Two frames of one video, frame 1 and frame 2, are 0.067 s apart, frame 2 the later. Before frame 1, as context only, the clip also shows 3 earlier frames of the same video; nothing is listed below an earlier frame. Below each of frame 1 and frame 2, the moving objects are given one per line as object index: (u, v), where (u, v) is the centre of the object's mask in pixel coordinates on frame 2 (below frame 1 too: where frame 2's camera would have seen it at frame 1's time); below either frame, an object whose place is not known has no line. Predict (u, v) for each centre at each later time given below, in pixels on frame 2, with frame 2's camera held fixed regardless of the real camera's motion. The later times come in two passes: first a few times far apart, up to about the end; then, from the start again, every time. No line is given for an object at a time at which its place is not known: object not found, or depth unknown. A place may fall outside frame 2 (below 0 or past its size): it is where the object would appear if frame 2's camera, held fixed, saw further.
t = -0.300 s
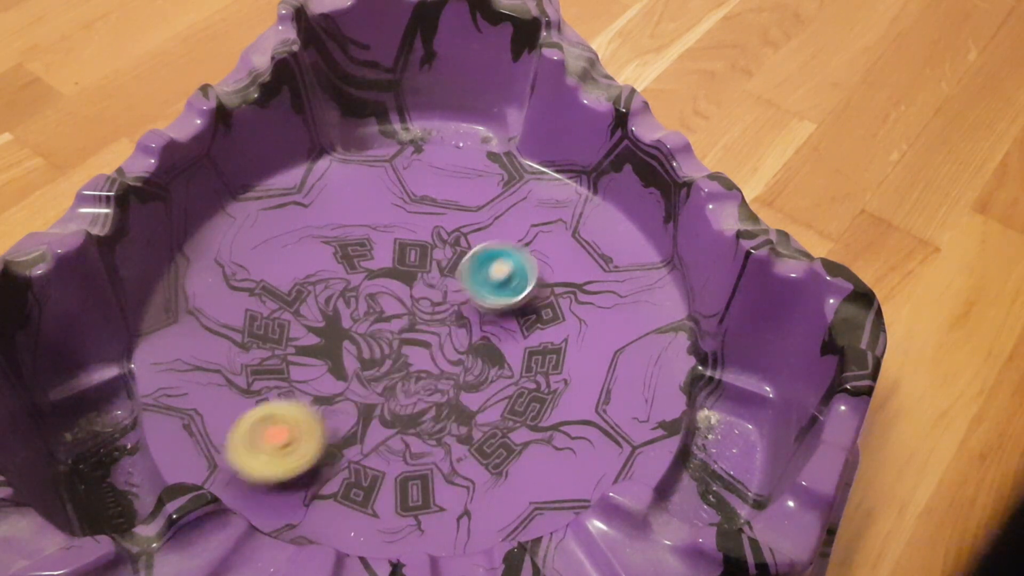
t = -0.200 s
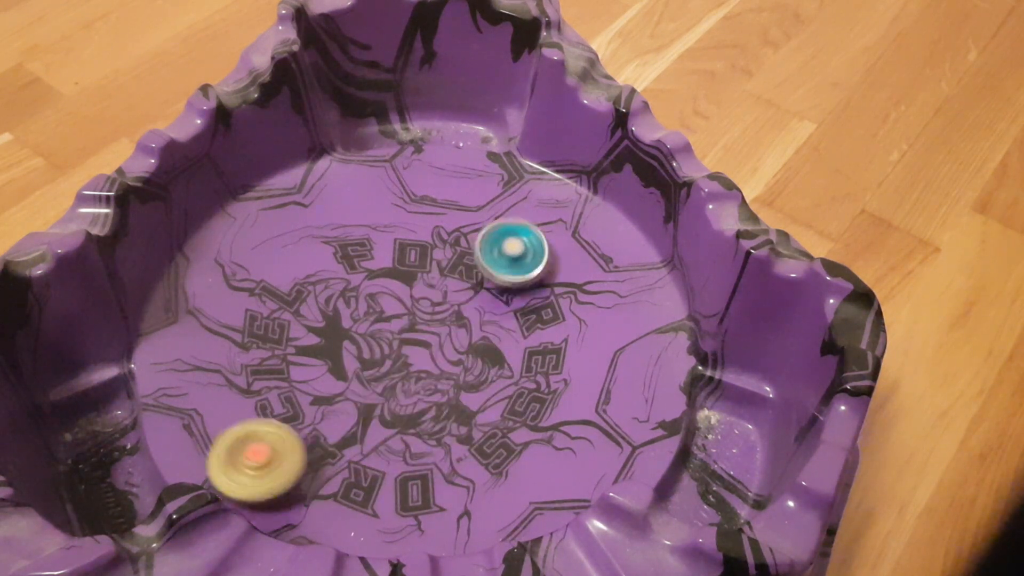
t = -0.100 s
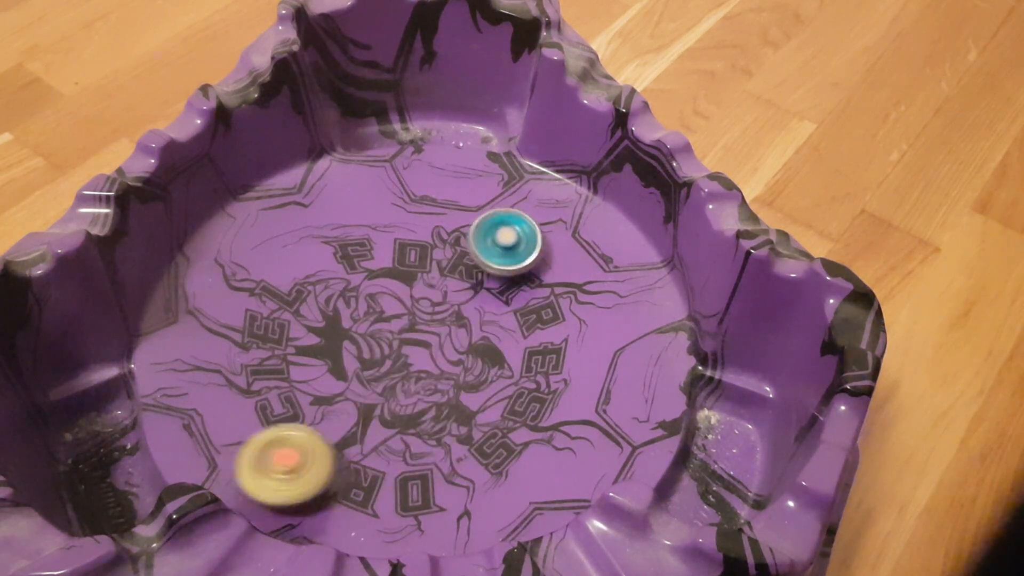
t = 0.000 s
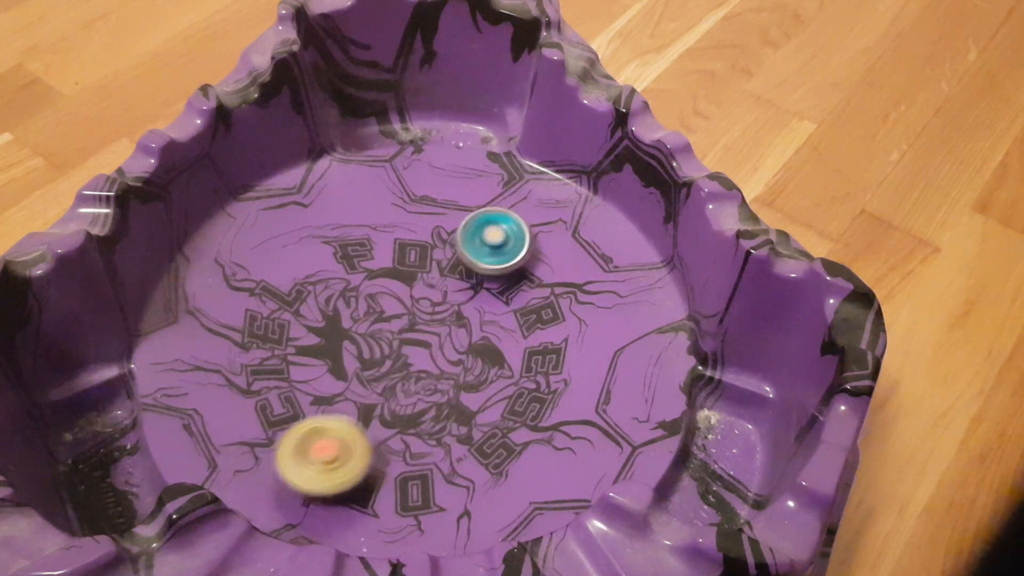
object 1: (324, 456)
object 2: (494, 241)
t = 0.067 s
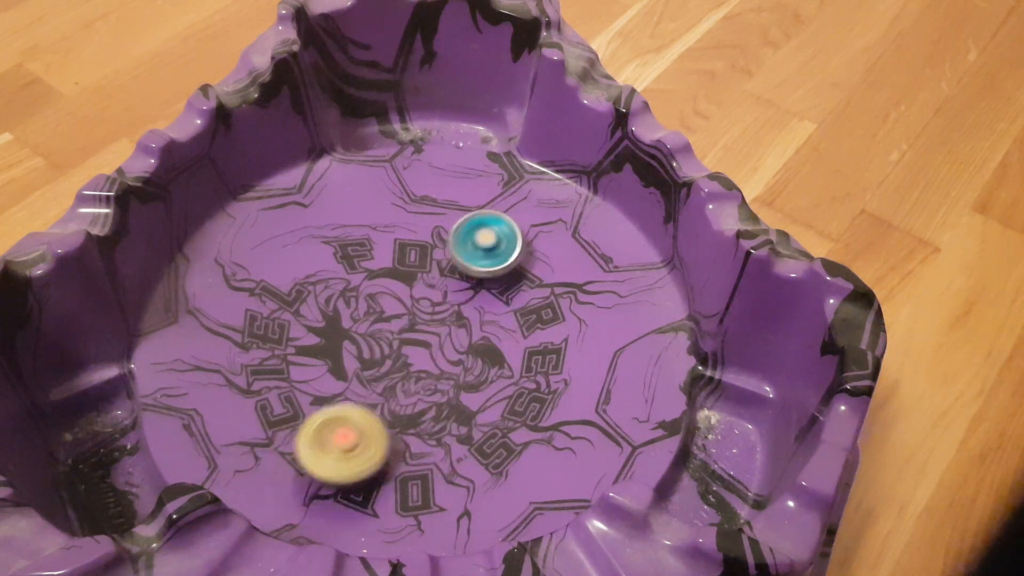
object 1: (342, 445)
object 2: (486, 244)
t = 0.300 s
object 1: (363, 393)
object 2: (464, 259)
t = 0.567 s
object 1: (368, 338)
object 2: (476, 287)
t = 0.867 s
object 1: (375, 294)
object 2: (477, 327)
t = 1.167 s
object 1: (382, 270)
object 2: (461, 355)
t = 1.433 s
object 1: (405, 271)
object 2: (445, 368)
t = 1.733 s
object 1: (444, 286)
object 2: (420, 371)
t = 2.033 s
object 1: (491, 291)
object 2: (392, 362)
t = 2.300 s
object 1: (504, 290)
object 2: (387, 343)
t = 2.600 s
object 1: (502, 309)
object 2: (396, 325)
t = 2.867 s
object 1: (501, 351)
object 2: (396, 316)
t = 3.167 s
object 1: (513, 387)
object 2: (388, 319)
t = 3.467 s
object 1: (494, 385)
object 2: (395, 329)
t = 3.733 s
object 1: (478, 404)
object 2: (391, 314)
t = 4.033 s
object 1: (463, 408)
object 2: (364, 290)
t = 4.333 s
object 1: (426, 394)
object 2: (368, 304)
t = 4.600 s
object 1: (400, 467)
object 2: (386, 252)
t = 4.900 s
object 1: (456, 517)
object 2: (400, 214)
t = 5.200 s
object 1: (477, 449)
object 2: (407, 250)
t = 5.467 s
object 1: (459, 400)
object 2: (424, 281)
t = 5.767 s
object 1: (456, 441)
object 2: (414, 246)
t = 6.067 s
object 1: (450, 456)
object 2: (343, 210)
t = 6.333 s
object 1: (469, 403)
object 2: (340, 238)
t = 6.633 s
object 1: (480, 359)
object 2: (361, 273)
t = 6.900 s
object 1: (484, 331)
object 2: (384, 312)
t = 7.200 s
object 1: (486, 312)
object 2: (401, 346)
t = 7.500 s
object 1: (487, 309)
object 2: (399, 366)
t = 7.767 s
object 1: (479, 316)
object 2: (391, 369)
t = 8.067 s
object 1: (617, 277)
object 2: (250, 381)
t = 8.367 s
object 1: (493, 288)
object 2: (210, 384)
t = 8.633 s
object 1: (450, 305)
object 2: (289, 377)
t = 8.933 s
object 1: (478, 280)
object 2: (320, 400)
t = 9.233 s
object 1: (527, 234)
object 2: (308, 458)
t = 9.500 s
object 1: (494, 235)
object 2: (331, 449)
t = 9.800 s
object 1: (463, 246)
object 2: (366, 409)
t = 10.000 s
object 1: (442, 259)
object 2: (402, 383)
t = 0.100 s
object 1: (349, 438)
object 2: (482, 246)
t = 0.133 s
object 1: (353, 431)
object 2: (478, 248)
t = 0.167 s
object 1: (357, 423)
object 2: (475, 250)
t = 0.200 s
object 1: (359, 416)
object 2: (472, 252)
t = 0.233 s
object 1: (361, 408)
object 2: (469, 254)
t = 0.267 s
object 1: (362, 400)
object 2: (466, 257)
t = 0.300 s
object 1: (363, 393)
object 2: (464, 259)
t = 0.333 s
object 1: (363, 386)
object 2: (463, 261)
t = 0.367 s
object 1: (363, 379)
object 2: (464, 264)
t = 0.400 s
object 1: (362, 372)
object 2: (466, 267)
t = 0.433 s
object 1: (363, 365)
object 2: (468, 271)
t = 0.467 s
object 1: (364, 358)
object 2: (470, 274)
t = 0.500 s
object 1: (365, 351)
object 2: (473, 279)
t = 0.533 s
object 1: (366, 345)
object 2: (474, 283)
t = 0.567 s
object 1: (368, 338)
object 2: (476, 287)
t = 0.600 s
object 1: (370, 332)
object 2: (477, 292)
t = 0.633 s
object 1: (371, 326)
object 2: (477, 297)
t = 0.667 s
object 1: (372, 321)
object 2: (478, 301)
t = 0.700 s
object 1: (373, 316)
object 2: (478, 306)
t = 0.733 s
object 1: (374, 311)
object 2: (478, 311)
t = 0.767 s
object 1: (375, 306)
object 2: (478, 315)
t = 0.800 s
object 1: (375, 302)
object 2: (478, 319)
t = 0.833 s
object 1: (375, 298)
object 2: (478, 323)
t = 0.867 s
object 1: (375, 294)
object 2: (477, 327)
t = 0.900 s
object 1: (375, 290)
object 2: (476, 331)
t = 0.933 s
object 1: (374, 286)
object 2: (475, 334)
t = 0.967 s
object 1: (374, 282)
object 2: (474, 337)
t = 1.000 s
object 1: (375, 279)
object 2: (472, 341)
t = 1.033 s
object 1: (376, 276)
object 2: (470, 344)
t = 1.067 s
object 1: (377, 275)
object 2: (469, 346)
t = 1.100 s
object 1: (378, 272)
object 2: (467, 349)
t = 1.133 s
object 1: (380, 271)
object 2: (464, 352)
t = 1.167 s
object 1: (382, 270)
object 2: (461, 355)
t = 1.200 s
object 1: (384, 269)
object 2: (459, 357)
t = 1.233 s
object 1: (386, 269)
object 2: (457, 359)
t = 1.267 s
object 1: (388, 268)
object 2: (454, 361)
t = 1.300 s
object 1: (391, 268)
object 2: (452, 363)
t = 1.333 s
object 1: (394, 269)
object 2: (450, 364)
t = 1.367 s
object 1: (397, 269)
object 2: (448, 366)
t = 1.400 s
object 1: (401, 270)
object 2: (447, 367)
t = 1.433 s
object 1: (405, 271)
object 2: (445, 368)
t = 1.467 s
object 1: (409, 273)
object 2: (444, 369)
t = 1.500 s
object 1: (413, 274)
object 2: (442, 370)
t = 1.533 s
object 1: (417, 276)
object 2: (439, 371)
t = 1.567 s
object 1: (421, 278)
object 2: (437, 372)
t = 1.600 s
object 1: (425, 280)
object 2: (434, 372)
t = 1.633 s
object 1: (429, 281)
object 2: (431, 372)
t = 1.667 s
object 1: (434, 283)
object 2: (427, 372)
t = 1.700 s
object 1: (439, 284)
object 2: (423, 371)
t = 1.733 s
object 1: (444, 286)
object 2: (420, 371)
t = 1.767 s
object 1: (449, 287)
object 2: (417, 370)
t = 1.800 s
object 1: (454, 287)
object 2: (414, 369)
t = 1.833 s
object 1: (460, 288)
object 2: (410, 369)
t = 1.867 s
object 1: (466, 288)
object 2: (407, 368)
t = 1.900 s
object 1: (472, 289)
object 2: (403, 367)
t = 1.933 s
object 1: (477, 290)
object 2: (400, 366)
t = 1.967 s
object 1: (482, 291)
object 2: (397, 365)
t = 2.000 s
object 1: (487, 291)
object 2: (395, 364)
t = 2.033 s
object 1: (491, 291)
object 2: (392, 362)
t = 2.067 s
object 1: (494, 291)
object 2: (390, 361)
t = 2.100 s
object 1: (497, 291)
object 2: (389, 358)
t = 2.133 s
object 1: (499, 291)
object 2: (387, 356)
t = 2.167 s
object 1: (501, 291)
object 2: (386, 354)
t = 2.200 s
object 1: (502, 290)
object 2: (386, 351)
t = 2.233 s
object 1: (503, 290)
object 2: (386, 348)
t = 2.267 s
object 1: (503, 290)
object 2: (386, 345)
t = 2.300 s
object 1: (504, 290)
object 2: (387, 343)
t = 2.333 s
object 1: (505, 291)
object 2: (387, 340)
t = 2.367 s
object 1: (506, 292)
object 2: (388, 337)
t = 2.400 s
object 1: (507, 293)
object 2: (388, 335)
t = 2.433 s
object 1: (507, 295)
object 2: (389, 333)
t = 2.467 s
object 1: (506, 298)
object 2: (390, 331)
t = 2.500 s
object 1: (505, 300)
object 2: (391, 329)
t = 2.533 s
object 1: (504, 303)
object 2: (393, 328)
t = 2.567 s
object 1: (503, 306)
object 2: (394, 327)
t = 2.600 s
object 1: (502, 309)
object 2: (396, 325)
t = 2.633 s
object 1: (500, 313)
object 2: (397, 325)
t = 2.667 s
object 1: (499, 317)
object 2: (399, 323)
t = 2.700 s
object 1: (498, 321)
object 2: (401, 323)
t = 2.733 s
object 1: (496, 326)
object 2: (402, 322)
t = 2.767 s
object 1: (494, 331)
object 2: (404, 322)
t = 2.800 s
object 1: (492, 336)
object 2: (405, 321)
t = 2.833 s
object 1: (491, 342)
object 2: (405, 321)
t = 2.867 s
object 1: (501, 351)
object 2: (396, 316)
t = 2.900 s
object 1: (509, 359)
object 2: (390, 313)
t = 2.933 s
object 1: (514, 366)
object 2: (387, 313)
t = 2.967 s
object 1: (516, 370)
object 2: (385, 313)
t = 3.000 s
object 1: (516, 374)
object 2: (384, 313)
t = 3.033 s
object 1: (515, 378)
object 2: (384, 313)
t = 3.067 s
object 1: (514, 381)
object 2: (385, 314)
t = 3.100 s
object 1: (514, 384)
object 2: (386, 315)
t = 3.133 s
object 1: (514, 386)
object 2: (387, 317)
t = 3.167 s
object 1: (513, 387)
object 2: (388, 319)
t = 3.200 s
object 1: (513, 388)
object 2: (389, 320)
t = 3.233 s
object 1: (512, 388)
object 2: (389, 322)
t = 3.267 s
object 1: (511, 388)
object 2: (390, 323)
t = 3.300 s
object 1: (510, 388)
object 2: (391, 325)
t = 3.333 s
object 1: (508, 388)
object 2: (391, 326)
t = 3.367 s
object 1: (505, 387)
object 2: (392, 327)
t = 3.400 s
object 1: (502, 386)
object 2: (392, 328)
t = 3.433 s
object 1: (498, 386)
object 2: (394, 329)
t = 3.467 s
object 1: (494, 385)
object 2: (395, 329)
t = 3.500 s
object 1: (489, 384)
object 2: (396, 330)
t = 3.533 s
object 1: (485, 384)
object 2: (397, 330)
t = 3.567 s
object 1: (480, 384)
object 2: (398, 331)
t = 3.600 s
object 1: (476, 384)
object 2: (399, 331)
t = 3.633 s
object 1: (472, 384)
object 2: (401, 331)
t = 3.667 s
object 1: (468, 384)
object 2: (403, 331)
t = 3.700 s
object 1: (468, 388)
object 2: (400, 328)
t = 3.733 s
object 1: (478, 404)
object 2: (391, 314)
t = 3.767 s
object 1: (486, 415)
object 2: (383, 304)
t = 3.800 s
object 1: (488, 421)
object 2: (377, 297)
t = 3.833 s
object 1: (488, 423)
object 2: (373, 292)
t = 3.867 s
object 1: (485, 423)
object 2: (369, 289)
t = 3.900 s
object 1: (481, 421)
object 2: (367, 288)
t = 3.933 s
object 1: (477, 418)
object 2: (366, 288)
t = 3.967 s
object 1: (473, 415)
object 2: (365, 288)
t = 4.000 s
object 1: (468, 411)
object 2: (364, 289)
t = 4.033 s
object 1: (463, 408)
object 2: (364, 290)
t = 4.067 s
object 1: (459, 406)
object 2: (363, 292)
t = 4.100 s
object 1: (454, 403)
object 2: (362, 293)
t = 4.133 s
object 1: (450, 402)
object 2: (362, 294)
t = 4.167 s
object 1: (446, 400)
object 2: (362, 296)
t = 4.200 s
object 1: (443, 399)
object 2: (363, 297)
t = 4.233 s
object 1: (439, 398)
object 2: (363, 299)
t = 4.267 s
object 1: (434, 397)
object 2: (364, 301)
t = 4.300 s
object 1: (430, 395)
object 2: (366, 302)
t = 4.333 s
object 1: (426, 394)
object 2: (368, 304)
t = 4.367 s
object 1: (422, 392)
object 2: (369, 305)
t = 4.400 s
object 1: (417, 390)
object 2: (372, 306)
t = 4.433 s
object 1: (414, 388)
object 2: (373, 307)
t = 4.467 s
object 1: (409, 385)
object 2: (376, 309)
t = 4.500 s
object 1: (406, 383)
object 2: (378, 310)
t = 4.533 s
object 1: (403, 389)
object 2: (381, 306)
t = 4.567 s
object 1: (400, 428)
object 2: (383, 280)
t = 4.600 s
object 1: (400, 467)
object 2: (386, 252)
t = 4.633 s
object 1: (400, 499)
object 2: (391, 231)
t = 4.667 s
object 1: (403, 516)
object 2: (395, 215)
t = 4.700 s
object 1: (406, 524)
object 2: (398, 207)
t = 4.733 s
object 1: (413, 527)
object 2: (400, 203)
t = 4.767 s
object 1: (421, 528)
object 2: (400, 202)
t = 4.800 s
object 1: (431, 526)
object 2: (401, 204)
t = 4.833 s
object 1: (440, 524)
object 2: (401, 207)
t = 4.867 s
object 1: (448, 520)
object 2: (401, 210)
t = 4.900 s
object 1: (456, 517)
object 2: (400, 214)
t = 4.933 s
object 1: (463, 511)
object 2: (400, 218)
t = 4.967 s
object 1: (469, 504)
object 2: (401, 222)
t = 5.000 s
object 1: (473, 495)
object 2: (400, 226)
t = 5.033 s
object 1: (476, 487)
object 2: (401, 230)
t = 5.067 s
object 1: (477, 478)
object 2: (401, 234)
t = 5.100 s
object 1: (478, 471)
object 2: (402, 238)
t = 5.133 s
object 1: (478, 463)
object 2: (403, 242)
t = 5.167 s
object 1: (478, 455)
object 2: (405, 246)
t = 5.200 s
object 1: (477, 449)
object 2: (407, 250)
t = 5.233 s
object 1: (476, 442)
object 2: (409, 253)
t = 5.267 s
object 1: (475, 435)
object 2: (412, 257)
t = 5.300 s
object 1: (473, 428)
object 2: (414, 260)
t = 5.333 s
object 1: (470, 422)
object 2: (417, 263)
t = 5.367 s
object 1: (468, 415)
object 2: (419, 267)
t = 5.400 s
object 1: (465, 410)
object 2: (421, 272)
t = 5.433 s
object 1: (462, 405)
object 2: (423, 276)
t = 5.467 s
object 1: (459, 400)
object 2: (424, 281)
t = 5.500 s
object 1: (457, 396)
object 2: (425, 285)
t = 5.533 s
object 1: (455, 392)
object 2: (426, 290)
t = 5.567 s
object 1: (454, 389)
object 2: (426, 295)
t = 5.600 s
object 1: (452, 386)
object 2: (426, 300)
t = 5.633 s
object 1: (451, 382)
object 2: (426, 305)
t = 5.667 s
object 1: (450, 380)
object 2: (425, 309)
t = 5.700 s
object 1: (451, 399)
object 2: (422, 284)
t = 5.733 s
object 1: (454, 425)
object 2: (420, 267)
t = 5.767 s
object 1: (456, 441)
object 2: (414, 246)
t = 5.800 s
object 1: (457, 458)
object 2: (403, 229)
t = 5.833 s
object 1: (457, 470)
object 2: (394, 222)
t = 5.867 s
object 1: (454, 475)
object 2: (380, 210)
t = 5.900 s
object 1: (450, 480)
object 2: (369, 203)
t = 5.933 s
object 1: (446, 480)
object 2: (362, 201)
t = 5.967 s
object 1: (444, 476)
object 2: (356, 202)
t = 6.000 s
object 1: (446, 470)
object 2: (350, 204)
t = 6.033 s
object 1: (447, 463)
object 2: (346, 207)
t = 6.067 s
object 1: (450, 456)
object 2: (343, 210)
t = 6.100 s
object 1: (452, 448)
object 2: (340, 214)
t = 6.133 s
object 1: (455, 442)
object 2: (339, 218)
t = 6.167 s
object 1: (457, 435)
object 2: (338, 221)
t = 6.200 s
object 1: (460, 428)
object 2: (338, 225)
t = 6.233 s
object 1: (462, 421)
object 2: (337, 229)
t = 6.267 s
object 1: (465, 415)
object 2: (337, 232)
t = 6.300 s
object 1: (467, 409)
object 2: (339, 235)
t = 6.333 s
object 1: (469, 403)
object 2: (340, 238)
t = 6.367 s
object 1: (471, 397)
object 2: (341, 241)
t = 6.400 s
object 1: (473, 391)
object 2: (343, 244)
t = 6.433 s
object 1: (474, 386)
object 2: (346, 248)
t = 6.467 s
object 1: (475, 381)
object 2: (347, 251)
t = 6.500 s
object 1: (476, 376)
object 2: (350, 255)
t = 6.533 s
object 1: (477, 372)
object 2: (353, 259)
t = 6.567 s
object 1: (478, 367)
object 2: (356, 264)
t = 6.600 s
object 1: (479, 363)
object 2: (359, 268)
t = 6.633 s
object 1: (480, 359)
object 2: (361, 273)
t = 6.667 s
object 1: (481, 355)
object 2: (364, 278)
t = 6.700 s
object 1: (481, 351)
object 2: (367, 283)
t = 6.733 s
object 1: (482, 347)
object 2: (370, 288)
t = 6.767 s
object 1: (482, 344)
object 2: (373, 294)
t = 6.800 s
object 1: (483, 340)
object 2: (375, 298)
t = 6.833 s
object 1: (483, 337)
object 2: (378, 303)
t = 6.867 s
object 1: (483, 334)
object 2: (381, 307)
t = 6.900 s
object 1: (484, 331)
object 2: (384, 312)
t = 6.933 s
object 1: (483, 328)
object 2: (388, 317)
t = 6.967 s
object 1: (484, 325)
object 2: (390, 321)
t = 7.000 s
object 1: (484, 323)
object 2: (392, 325)
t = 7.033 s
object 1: (484, 321)
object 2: (394, 330)
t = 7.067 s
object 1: (485, 318)
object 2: (396, 333)
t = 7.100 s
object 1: (485, 316)
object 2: (398, 337)
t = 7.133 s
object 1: (485, 315)
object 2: (399, 340)
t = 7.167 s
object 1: (486, 313)
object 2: (400, 343)
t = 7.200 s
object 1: (486, 312)
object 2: (401, 346)
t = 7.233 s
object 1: (486, 311)
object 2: (401, 349)
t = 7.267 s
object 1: (486, 310)
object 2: (401, 352)
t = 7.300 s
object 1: (486, 309)
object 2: (401, 354)
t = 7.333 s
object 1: (487, 309)
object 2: (402, 357)
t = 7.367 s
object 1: (487, 308)
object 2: (401, 359)
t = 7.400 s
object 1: (487, 308)
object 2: (401, 361)
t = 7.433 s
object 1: (487, 308)
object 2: (400, 363)
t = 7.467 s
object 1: (487, 308)
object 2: (400, 364)
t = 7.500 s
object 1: (487, 309)
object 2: (399, 366)
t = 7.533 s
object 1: (487, 309)
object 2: (398, 367)
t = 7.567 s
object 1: (486, 310)
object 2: (397, 368)
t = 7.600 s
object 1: (485, 310)
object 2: (396, 368)
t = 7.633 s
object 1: (485, 311)
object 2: (395, 369)
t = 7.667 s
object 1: (483, 312)
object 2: (394, 369)
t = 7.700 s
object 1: (482, 314)
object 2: (393, 369)
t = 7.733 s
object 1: (480, 315)
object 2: (392, 369)
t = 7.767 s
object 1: (479, 316)
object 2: (391, 369)
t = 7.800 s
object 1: (477, 318)
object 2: (391, 368)
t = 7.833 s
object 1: (475, 319)
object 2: (391, 367)
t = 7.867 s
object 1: (473, 321)
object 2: (391, 366)
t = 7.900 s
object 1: (470, 323)
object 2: (392, 365)
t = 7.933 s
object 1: (468, 325)
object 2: (392, 363)
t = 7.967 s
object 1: (476, 323)
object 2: (378, 364)
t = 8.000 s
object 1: (527, 308)
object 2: (334, 372)
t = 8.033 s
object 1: (575, 293)
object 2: (288, 379)
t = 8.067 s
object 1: (617, 277)
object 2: (250, 381)
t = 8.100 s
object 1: (630, 268)
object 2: (219, 382)
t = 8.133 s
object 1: (610, 270)
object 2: (202, 383)
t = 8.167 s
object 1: (589, 275)
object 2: (193, 383)
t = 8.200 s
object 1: (569, 278)
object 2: (189, 382)
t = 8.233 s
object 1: (549, 280)
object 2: (191, 383)
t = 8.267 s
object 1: (533, 282)
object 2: (194, 384)
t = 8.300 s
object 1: (517, 284)
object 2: (198, 384)
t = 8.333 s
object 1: (504, 285)
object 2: (203, 384)
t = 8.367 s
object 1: (493, 288)
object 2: (210, 384)
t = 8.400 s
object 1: (484, 290)
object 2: (218, 383)
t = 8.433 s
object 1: (477, 292)
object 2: (226, 383)
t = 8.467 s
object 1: (472, 294)
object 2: (235, 382)
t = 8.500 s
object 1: (467, 296)
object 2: (247, 382)
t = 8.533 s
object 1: (463, 298)
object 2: (258, 381)
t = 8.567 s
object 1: (458, 300)
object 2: (268, 380)
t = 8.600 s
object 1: (454, 302)
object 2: (279, 378)
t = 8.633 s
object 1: (450, 305)
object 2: (289, 377)
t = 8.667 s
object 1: (445, 307)
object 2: (300, 374)
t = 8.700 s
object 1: (441, 308)
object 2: (312, 372)
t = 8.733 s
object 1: (437, 311)
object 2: (324, 371)
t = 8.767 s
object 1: (433, 313)
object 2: (335, 368)
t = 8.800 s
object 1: (429, 315)
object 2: (348, 367)
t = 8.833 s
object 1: (425, 317)
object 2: (359, 366)
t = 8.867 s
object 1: (427, 315)
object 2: (359, 366)
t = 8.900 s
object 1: (453, 297)
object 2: (338, 382)
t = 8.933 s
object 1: (478, 280)
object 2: (320, 400)
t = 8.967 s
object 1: (498, 267)
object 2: (306, 419)
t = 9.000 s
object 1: (517, 255)
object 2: (297, 432)
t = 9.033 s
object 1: (531, 247)
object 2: (292, 440)
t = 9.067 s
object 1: (539, 240)
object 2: (292, 444)
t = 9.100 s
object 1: (542, 237)
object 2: (294, 447)
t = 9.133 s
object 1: (541, 236)
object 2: (297, 450)
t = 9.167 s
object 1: (537, 235)
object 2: (301, 453)
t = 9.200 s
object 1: (532, 235)
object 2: (304, 456)
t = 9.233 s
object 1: (527, 234)
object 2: (308, 458)
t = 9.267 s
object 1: (522, 234)
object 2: (312, 459)
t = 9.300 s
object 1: (517, 234)
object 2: (315, 459)
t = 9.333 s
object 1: (513, 233)
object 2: (318, 458)
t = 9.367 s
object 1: (509, 233)
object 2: (321, 458)
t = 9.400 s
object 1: (505, 234)
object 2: (324, 456)
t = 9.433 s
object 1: (501, 234)
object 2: (326, 454)
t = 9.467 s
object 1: (497, 235)
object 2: (329, 452)
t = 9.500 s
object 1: (494, 235)
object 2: (331, 449)
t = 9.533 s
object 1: (490, 236)
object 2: (334, 446)
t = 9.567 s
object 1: (487, 236)
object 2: (338, 442)
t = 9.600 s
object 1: (483, 238)
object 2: (341, 438)
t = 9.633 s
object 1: (480, 239)
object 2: (343, 434)
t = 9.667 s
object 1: (476, 240)
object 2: (348, 429)
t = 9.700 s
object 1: (473, 241)
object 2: (351, 425)
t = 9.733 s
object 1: (470, 243)
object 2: (356, 420)
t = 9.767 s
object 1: (466, 244)
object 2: (361, 414)
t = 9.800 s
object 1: (463, 246)
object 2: (366, 409)
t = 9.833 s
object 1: (460, 248)
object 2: (372, 404)
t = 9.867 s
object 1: (456, 250)
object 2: (377, 398)
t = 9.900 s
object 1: (453, 252)
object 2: (382, 395)
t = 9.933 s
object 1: (449, 254)
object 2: (389, 390)
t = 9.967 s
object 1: (446, 256)
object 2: (395, 386)
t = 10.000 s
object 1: (442, 259)
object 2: (402, 383)
